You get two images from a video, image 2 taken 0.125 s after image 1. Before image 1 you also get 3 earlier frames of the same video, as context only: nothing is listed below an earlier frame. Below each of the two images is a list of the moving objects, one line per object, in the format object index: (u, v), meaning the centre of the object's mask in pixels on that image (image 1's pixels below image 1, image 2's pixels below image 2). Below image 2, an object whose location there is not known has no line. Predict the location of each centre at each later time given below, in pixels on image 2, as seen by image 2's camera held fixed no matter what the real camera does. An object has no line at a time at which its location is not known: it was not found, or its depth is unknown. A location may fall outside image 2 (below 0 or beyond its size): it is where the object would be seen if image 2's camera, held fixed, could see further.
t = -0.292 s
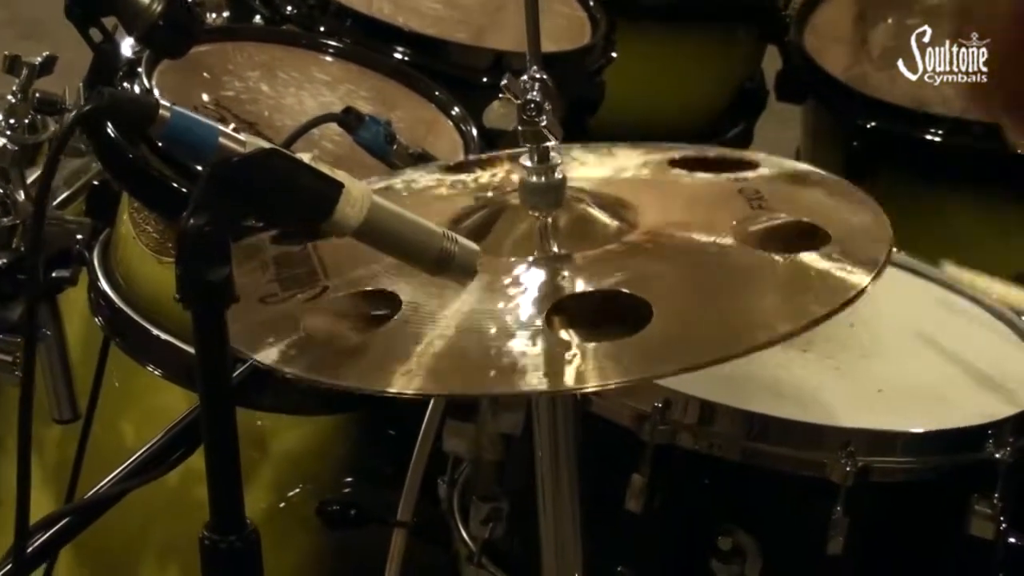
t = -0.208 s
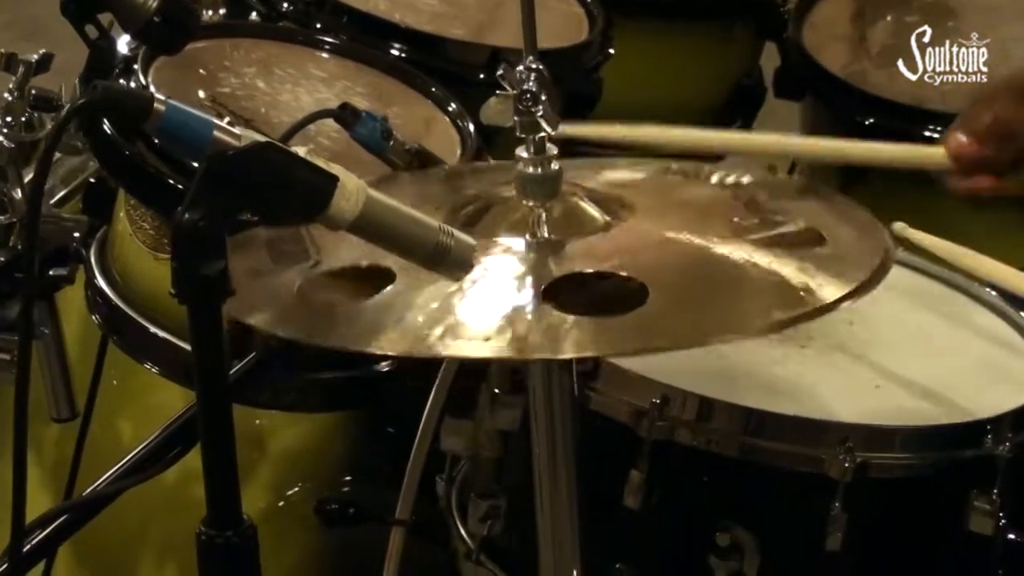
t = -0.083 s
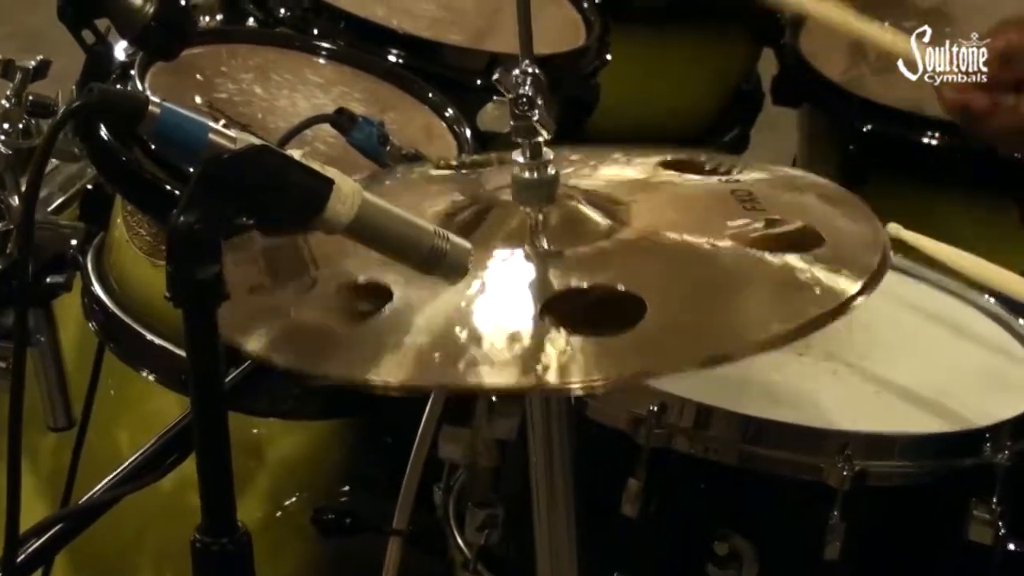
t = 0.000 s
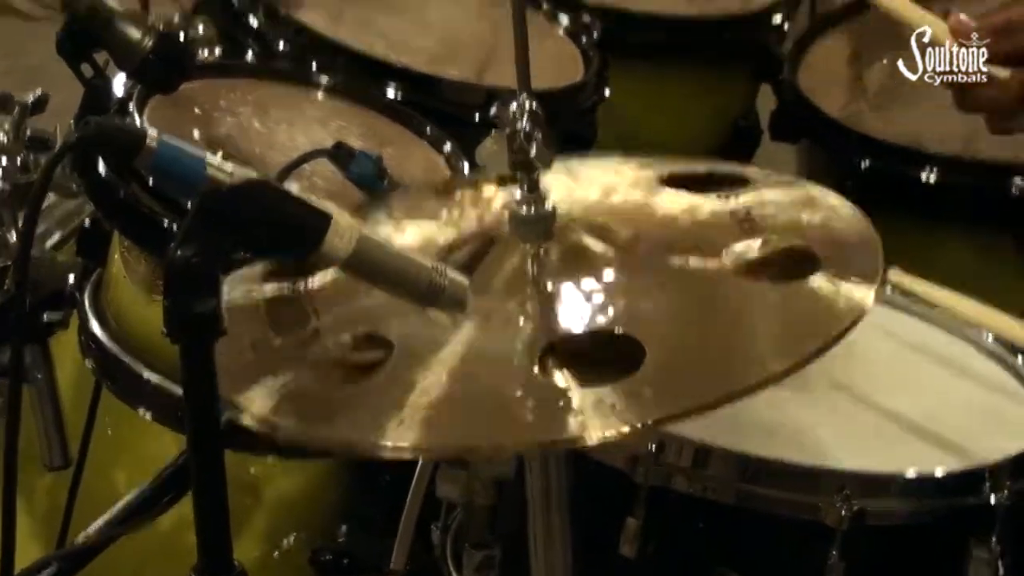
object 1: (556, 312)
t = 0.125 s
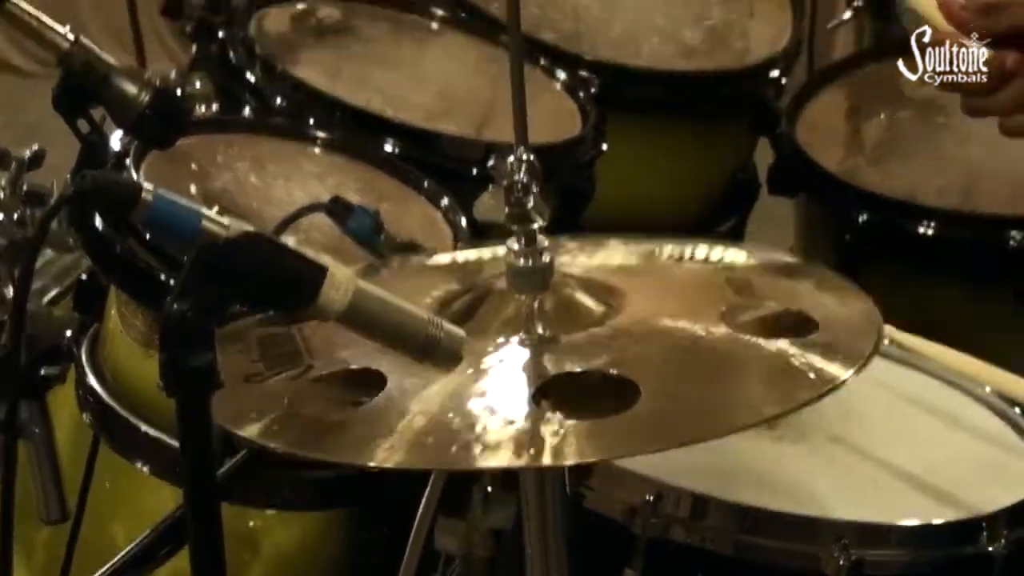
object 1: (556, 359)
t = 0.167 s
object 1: (562, 362)
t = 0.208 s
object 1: (563, 364)
